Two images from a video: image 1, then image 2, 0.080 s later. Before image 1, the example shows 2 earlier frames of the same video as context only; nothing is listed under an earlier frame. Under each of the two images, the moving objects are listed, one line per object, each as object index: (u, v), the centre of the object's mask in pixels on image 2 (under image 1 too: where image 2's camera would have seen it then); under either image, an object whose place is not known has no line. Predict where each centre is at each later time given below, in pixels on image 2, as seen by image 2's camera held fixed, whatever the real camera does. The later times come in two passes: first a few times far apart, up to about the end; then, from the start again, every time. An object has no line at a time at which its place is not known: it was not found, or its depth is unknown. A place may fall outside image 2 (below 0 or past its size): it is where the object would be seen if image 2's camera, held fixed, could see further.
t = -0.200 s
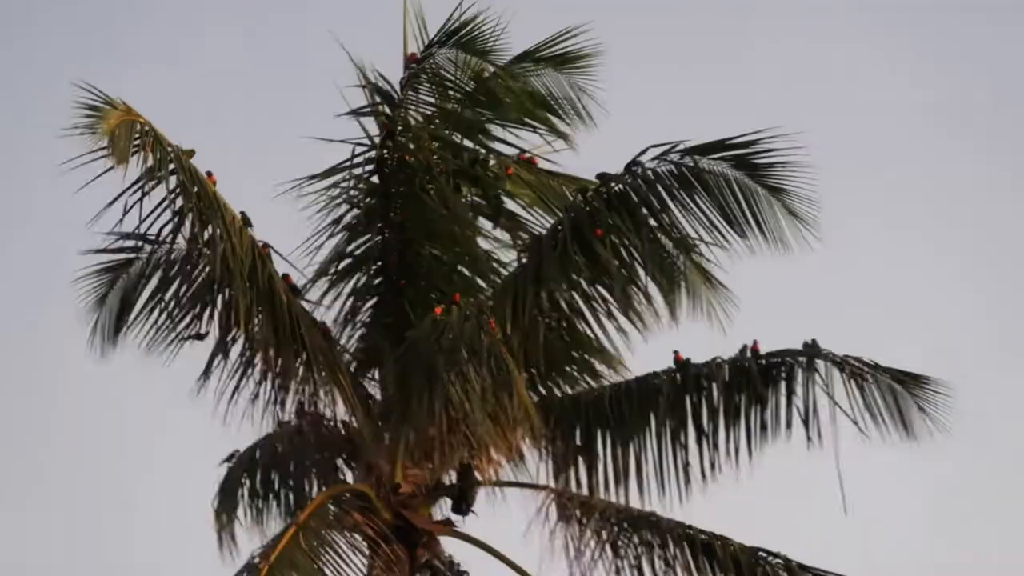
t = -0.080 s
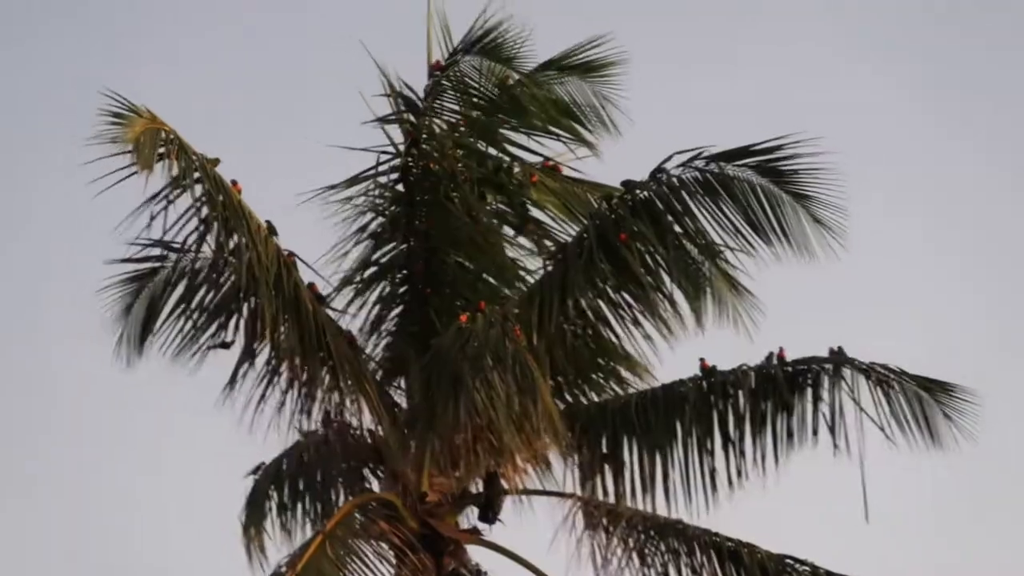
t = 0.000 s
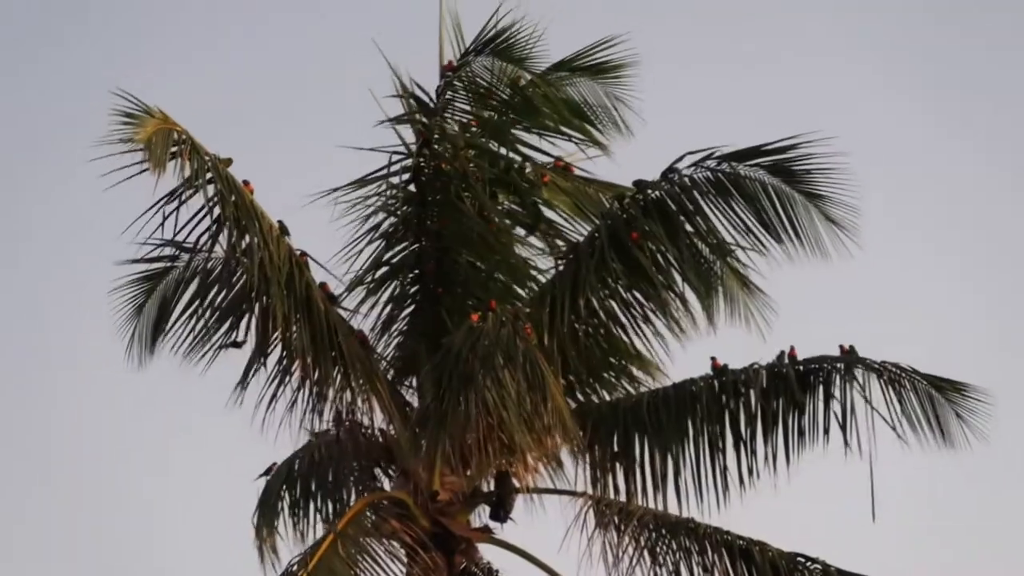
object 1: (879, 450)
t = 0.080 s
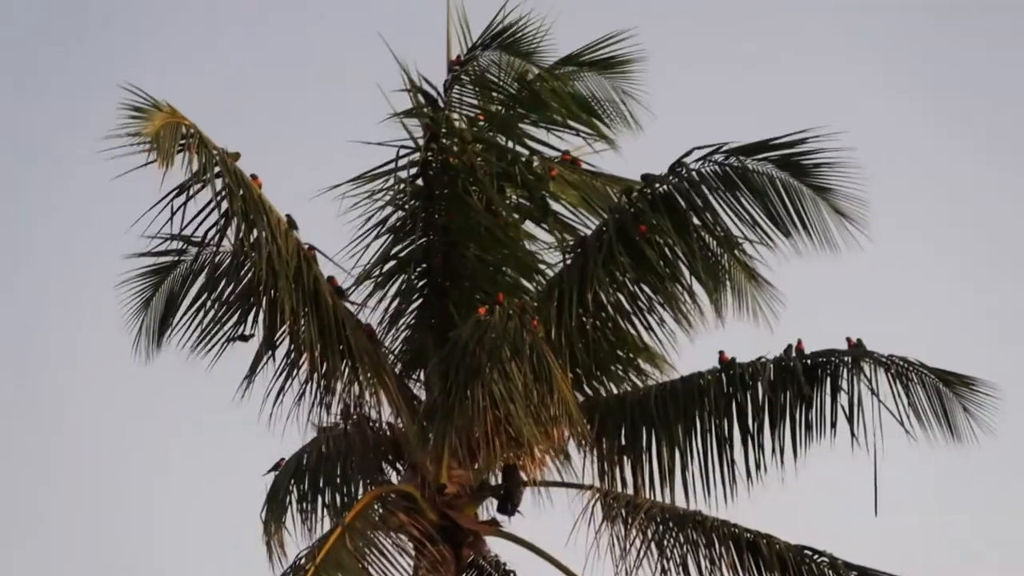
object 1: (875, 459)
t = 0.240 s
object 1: (867, 460)
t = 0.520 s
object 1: (859, 471)
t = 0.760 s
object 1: (864, 475)
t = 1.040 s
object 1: (878, 471)
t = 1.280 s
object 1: (883, 453)
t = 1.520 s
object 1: (884, 457)
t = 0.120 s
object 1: (873, 459)
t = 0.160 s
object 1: (871, 458)
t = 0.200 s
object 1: (869, 459)
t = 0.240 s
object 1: (867, 460)
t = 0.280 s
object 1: (864, 469)
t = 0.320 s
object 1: (864, 462)
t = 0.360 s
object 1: (863, 458)
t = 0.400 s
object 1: (862, 459)
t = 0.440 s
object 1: (860, 475)
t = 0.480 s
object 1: (859, 476)
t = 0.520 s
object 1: (859, 471)
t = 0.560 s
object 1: (859, 471)
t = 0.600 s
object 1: (860, 470)
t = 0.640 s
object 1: (860, 471)
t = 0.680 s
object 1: (861, 472)
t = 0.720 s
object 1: (861, 474)
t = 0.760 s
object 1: (864, 475)
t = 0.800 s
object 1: (866, 473)
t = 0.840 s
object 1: (868, 473)
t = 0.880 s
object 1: (870, 474)
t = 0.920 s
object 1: (872, 474)
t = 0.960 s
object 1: (874, 474)
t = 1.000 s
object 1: (876, 473)
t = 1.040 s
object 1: (878, 471)
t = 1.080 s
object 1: (879, 474)
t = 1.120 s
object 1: (881, 464)
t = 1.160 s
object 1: (882, 461)
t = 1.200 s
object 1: (883, 461)
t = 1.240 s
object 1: (884, 461)
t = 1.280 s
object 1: (883, 453)
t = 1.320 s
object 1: (884, 451)
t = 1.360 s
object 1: (885, 451)
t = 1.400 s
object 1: (887, 475)
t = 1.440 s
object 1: (886, 463)
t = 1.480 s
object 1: (885, 459)
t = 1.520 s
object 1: (884, 457)
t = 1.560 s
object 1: (884, 456)
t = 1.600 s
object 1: (884, 457)
